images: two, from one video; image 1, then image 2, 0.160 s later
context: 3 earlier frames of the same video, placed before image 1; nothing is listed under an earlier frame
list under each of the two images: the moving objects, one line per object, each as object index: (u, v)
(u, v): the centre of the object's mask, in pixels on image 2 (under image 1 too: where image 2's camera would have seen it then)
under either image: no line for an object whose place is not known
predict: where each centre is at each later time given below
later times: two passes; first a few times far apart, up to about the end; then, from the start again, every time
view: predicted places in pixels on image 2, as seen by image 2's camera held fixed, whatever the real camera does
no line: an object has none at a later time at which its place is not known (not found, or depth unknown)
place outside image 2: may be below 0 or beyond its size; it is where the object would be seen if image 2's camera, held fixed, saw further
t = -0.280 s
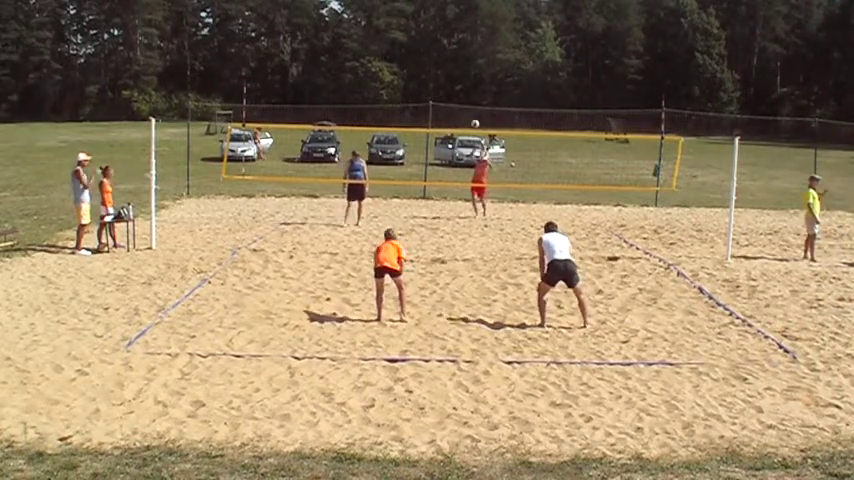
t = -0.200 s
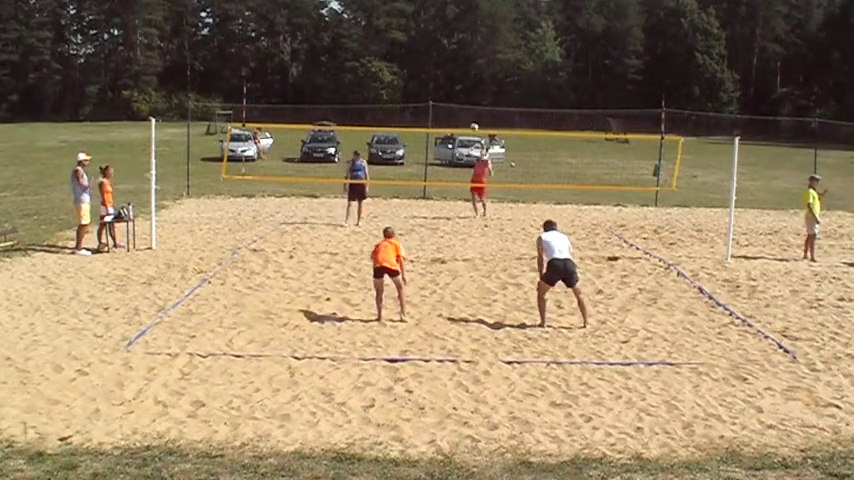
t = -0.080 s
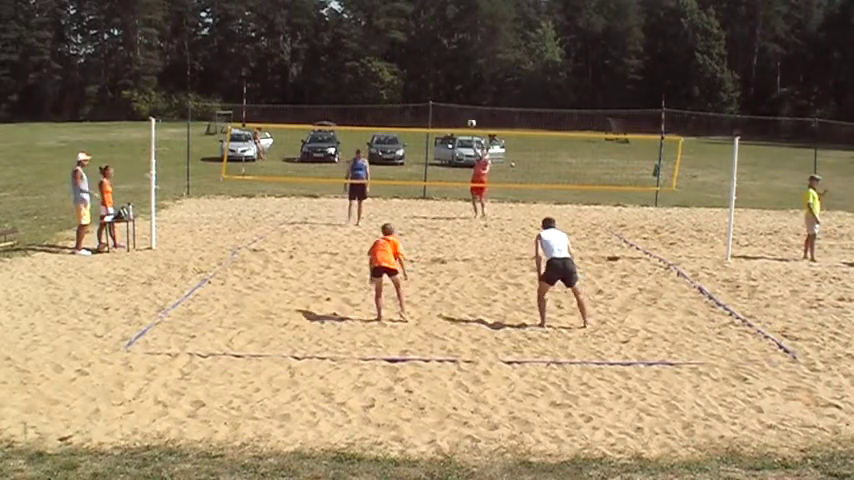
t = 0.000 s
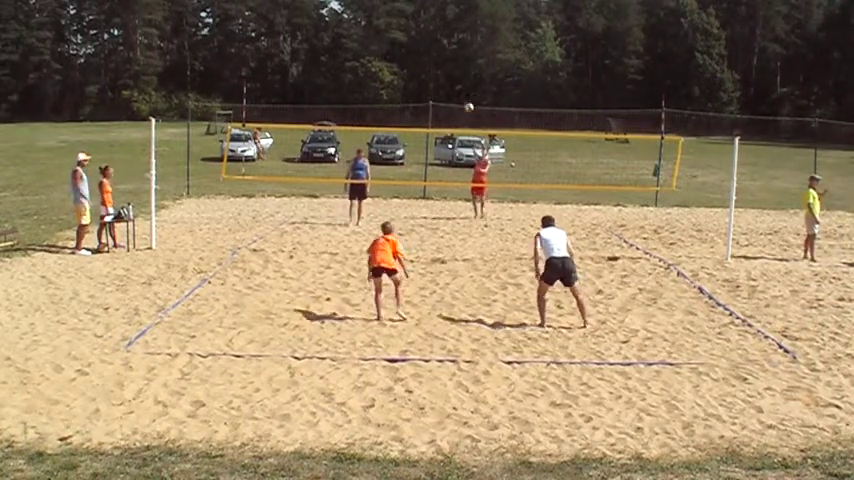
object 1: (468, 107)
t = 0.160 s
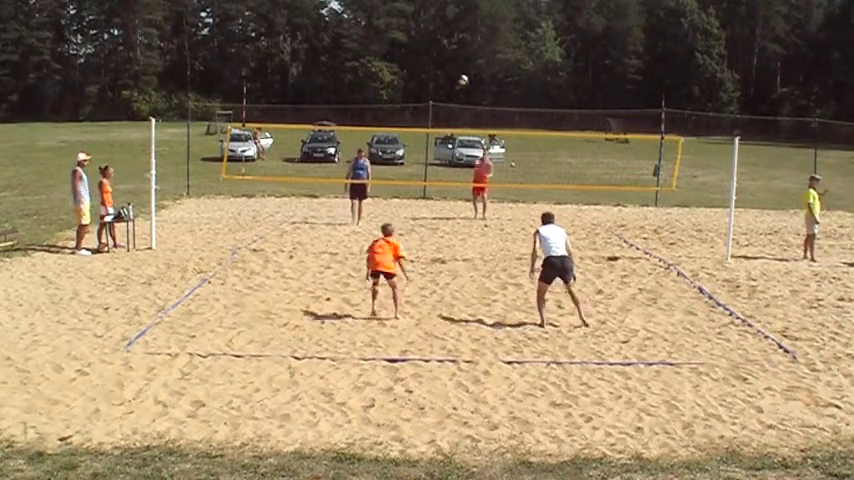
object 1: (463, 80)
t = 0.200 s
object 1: (461, 74)
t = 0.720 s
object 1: (446, 66)
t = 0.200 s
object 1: (461, 74)
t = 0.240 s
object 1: (460, 69)
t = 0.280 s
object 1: (459, 66)
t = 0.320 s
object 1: (458, 62)
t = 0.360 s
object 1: (457, 59)
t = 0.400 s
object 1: (456, 57)
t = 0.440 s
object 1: (455, 55)
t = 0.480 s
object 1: (454, 55)
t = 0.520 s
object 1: (452, 54)
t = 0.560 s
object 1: (451, 54)
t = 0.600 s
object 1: (450, 56)
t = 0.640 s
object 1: (449, 58)
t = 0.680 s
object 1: (447, 62)
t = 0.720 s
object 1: (446, 66)
